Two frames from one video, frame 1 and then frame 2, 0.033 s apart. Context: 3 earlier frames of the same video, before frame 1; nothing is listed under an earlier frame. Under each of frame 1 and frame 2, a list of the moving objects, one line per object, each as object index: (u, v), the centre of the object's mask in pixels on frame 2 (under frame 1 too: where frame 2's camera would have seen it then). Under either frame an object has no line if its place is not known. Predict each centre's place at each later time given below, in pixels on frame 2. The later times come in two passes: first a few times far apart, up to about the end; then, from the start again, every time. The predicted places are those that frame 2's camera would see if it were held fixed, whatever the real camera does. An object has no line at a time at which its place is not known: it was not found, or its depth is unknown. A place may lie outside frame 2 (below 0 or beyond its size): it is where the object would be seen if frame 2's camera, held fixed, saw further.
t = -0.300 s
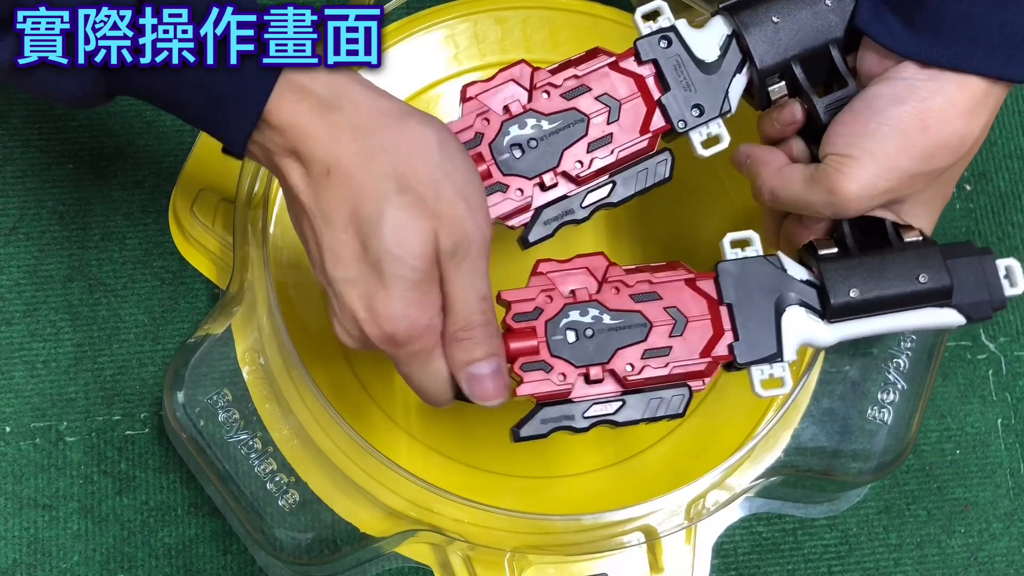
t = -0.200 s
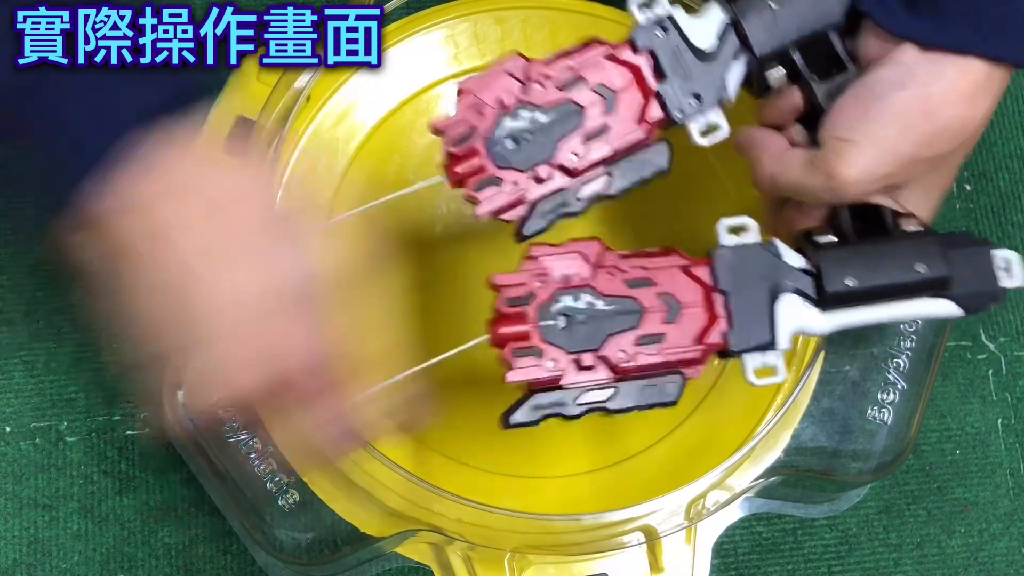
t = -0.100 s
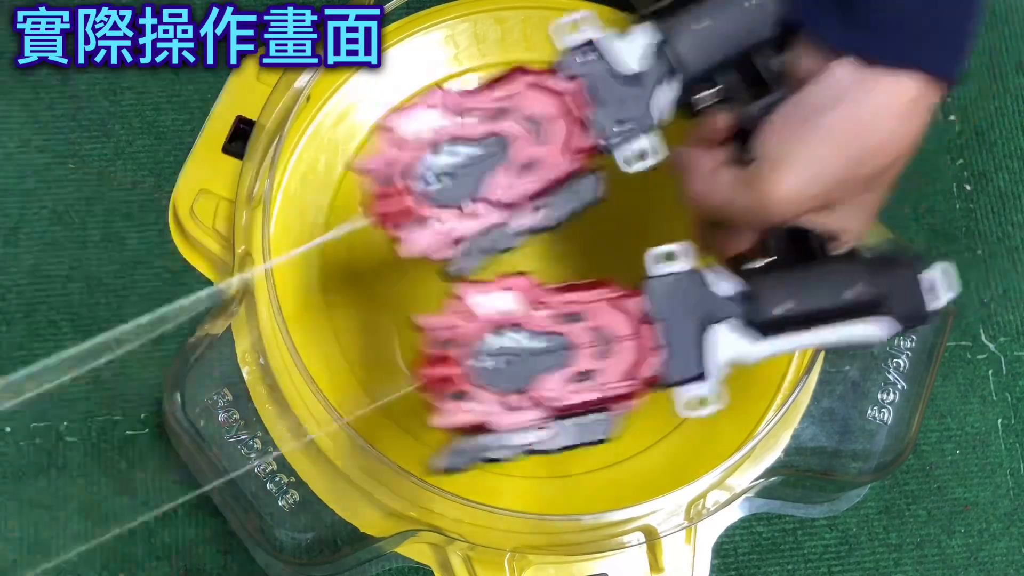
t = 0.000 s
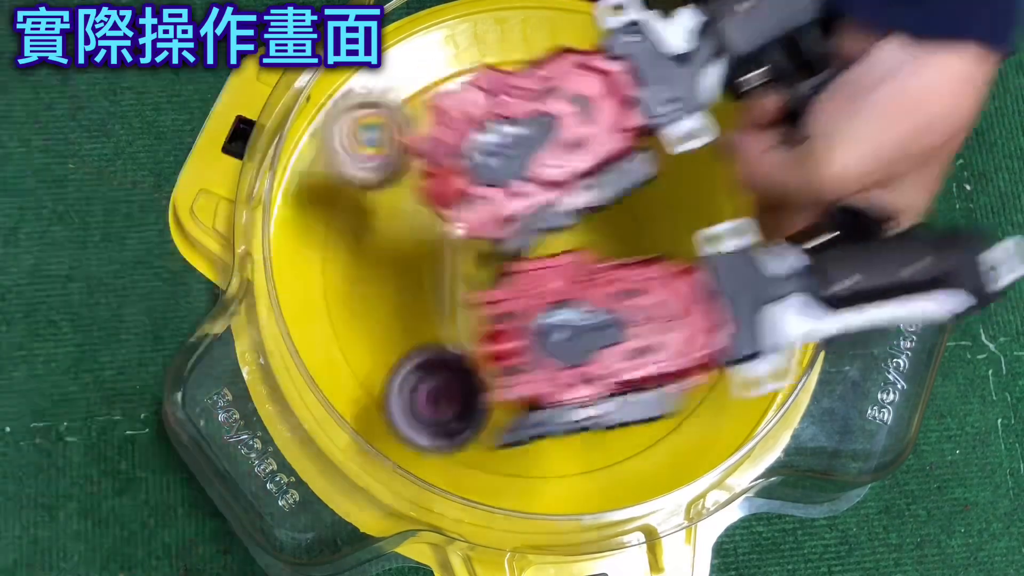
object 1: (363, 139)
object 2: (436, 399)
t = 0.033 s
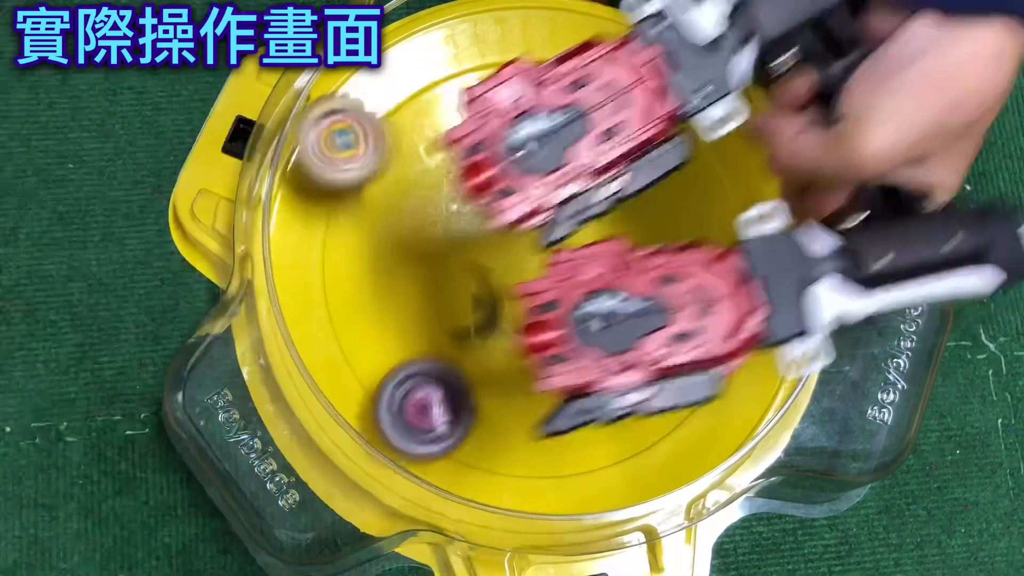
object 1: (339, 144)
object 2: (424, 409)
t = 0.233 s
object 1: (421, 210)
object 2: (446, 278)
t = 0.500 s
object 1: (562, 314)
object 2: (599, 175)
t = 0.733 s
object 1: (665, 343)
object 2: (688, 224)
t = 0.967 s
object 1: (636, 399)
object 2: (592, 267)
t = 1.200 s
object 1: (597, 347)
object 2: (491, 228)
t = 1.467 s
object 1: (651, 228)
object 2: (560, 143)
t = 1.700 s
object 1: (705, 254)
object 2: (587, 134)
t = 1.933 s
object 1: (710, 405)
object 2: (519, 174)
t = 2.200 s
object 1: (671, 443)
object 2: (480, 129)
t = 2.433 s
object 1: (589, 331)
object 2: (581, 169)
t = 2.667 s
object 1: (490, 451)
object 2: (551, 188)
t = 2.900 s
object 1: (508, 374)
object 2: (484, 165)
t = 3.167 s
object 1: (563, 233)
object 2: (541, 109)
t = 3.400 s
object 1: (511, 302)
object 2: (605, 264)
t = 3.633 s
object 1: (365, 366)
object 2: (458, 432)
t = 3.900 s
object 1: (257, 358)
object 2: (428, 358)
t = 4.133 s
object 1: (231, 405)
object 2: (493, 218)
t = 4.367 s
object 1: (229, 396)
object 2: (613, 294)
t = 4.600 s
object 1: (228, 393)
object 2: (531, 412)
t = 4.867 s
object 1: (227, 393)
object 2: (380, 231)
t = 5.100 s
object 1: (228, 392)
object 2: (562, 95)
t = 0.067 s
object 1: (328, 150)
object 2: (422, 400)
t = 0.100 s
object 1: (341, 147)
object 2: (424, 366)
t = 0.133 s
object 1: (356, 152)
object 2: (429, 332)
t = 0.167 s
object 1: (378, 163)
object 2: (433, 301)
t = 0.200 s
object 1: (401, 184)
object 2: (439, 278)
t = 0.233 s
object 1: (421, 210)
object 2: (446, 278)
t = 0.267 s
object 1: (441, 237)
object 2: (464, 282)
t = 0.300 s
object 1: (463, 243)
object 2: (496, 222)
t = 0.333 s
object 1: (469, 261)
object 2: (502, 206)
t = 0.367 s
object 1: (484, 283)
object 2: (519, 198)
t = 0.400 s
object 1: (493, 304)
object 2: (538, 189)
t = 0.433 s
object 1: (508, 316)
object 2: (560, 179)
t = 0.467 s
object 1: (533, 314)
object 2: (580, 174)
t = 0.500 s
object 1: (562, 314)
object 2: (599, 175)
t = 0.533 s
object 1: (583, 319)
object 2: (618, 178)
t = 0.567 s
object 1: (604, 310)
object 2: (636, 188)
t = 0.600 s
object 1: (628, 300)
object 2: (651, 203)
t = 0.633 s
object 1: (642, 304)
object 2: (665, 213)
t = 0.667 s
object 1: (654, 311)
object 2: (675, 221)
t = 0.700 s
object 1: (661, 324)
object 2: (684, 223)
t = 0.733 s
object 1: (665, 343)
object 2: (688, 224)
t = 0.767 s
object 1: (665, 354)
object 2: (686, 229)
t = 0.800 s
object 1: (663, 362)
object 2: (681, 237)
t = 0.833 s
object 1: (659, 366)
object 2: (671, 249)
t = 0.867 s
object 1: (653, 365)
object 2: (655, 264)
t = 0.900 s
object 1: (649, 370)
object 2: (637, 271)
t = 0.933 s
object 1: (643, 387)
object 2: (614, 268)
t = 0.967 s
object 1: (636, 399)
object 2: (592, 267)
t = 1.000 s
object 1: (630, 405)
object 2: (571, 268)
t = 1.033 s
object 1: (624, 406)
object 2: (553, 269)
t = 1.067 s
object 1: (617, 401)
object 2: (536, 267)
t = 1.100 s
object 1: (612, 393)
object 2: (522, 262)
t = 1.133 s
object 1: (606, 381)
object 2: (509, 254)
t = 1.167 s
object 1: (601, 365)
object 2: (498, 243)
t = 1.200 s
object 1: (597, 347)
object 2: (491, 228)
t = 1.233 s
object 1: (595, 328)
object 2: (489, 213)
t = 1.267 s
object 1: (594, 307)
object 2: (491, 198)
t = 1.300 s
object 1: (594, 287)
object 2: (497, 183)
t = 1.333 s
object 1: (596, 269)
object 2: (506, 172)
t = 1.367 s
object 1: (602, 253)
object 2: (518, 163)
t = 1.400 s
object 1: (610, 238)
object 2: (535, 157)
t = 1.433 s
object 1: (620, 225)
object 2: (555, 155)
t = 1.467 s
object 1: (651, 228)
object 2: (560, 143)
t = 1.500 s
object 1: (690, 237)
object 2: (555, 124)
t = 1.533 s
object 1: (725, 241)
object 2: (553, 111)
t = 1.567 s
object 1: (748, 242)
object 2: (553, 104)
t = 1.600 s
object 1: (745, 244)
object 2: (557, 103)
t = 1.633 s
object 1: (735, 250)
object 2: (565, 108)
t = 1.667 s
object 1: (722, 252)
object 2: (575, 118)
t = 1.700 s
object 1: (705, 254)
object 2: (587, 134)
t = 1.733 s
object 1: (687, 254)
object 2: (600, 155)
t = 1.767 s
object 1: (670, 255)
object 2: (612, 180)
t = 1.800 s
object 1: (680, 289)
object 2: (596, 181)
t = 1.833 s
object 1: (692, 324)
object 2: (576, 180)
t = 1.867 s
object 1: (705, 360)
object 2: (555, 178)
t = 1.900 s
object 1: (711, 385)
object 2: (537, 176)
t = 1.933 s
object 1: (710, 405)
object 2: (519, 174)
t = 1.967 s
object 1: (708, 422)
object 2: (505, 170)
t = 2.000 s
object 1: (704, 433)
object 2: (492, 164)
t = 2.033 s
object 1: (698, 441)
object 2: (481, 159)
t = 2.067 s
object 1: (693, 446)
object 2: (474, 154)
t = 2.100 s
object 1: (687, 448)
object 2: (470, 146)
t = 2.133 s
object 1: (682, 448)
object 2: (470, 141)
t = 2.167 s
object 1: (676, 447)
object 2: (473, 136)
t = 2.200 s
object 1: (671, 443)
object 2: (480, 129)
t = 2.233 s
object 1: (664, 436)
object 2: (491, 124)
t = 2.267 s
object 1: (655, 427)
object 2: (505, 120)
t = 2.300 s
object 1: (643, 411)
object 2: (522, 119)
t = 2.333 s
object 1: (630, 393)
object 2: (539, 122)
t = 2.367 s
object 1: (617, 372)
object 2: (556, 132)
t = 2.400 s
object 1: (604, 353)
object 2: (571, 148)
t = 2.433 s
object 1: (589, 331)
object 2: (581, 169)
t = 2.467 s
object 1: (575, 312)
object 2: (586, 196)
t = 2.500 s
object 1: (557, 311)
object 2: (587, 209)
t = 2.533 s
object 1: (541, 338)
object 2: (587, 196)
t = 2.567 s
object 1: (525, 369)
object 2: (583, 189)
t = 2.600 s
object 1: (510, 399)
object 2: (574, 186)
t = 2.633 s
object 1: (500, 425)
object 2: (563, 187)
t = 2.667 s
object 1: (490, 451)
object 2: (551, 188)
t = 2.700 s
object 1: (488, 455)
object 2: (538, 188)
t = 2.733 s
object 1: (485, 457)
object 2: (526, 186)
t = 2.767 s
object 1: (485, 454)
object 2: (513, 184)
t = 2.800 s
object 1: (487, 442)
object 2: (502, 181)
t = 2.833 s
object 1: (493, 421)
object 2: (494, 176)
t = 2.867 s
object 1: (500, 399)
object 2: (487, 171)
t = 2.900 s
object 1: (508, 374)
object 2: (484, 165)
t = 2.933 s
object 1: (514, 348)
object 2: (483, 158)
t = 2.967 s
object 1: (522, 322)
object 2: (485, 152)
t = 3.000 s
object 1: (531, 295)
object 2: (490, 145)
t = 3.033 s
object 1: (537, 268)
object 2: (498, 140)
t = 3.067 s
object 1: (542, 243)
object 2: (509, 137)
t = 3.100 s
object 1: (548, 221)
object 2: (522, 137)
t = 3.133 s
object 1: (556, 224)
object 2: (530, 121)
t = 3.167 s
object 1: (563, 233)
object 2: (541, 109)
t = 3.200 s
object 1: (568, 242)
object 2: (556, 106)
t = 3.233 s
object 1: (569, 252)
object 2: (573, 113)
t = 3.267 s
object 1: (566, 262)
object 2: (591, 131)
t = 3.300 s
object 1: (557, 273)
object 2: (604, 157)
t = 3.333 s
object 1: (545, 283)
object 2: (612, 189)
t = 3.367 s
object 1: (530, 294)
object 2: (612, 227)
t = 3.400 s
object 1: (511, 302)
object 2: (605, 264)
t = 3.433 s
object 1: (491, 312)
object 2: (592, 300)
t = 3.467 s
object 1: (468, 322)
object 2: (575, 332)
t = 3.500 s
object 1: (449, 333)
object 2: (551, 362)
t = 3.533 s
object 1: (428, 345)
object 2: (525, 386)
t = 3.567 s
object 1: (410, 356)
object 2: (497, 404)
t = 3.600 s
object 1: (387, 364)
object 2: (475, 421)
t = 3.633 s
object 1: (365, 366)
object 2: (458, 432)
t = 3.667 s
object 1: (351, 367)
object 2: (443, 437)
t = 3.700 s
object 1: (338, 368)
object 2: (429, 436)
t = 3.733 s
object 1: (326, 370)
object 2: (415, 429)
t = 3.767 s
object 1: (315, 372)
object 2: (405, 419)
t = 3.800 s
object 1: (292, 365)
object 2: (407, 410)
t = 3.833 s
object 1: (276, 355)
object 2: (413, 396)
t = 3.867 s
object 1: (260, 348)
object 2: (420, 380)
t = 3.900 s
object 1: (257, 358)
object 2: (428, 358)
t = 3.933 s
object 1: (250, 370)
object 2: (437, 335)
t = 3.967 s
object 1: (241, 384)
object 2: (446, 310)
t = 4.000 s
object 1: (229, 398)
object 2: (454, 287)
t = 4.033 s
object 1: (234, 409)
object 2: (463, 265)
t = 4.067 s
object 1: (234, 416)
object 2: (471, 245)
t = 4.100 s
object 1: (233, 409)
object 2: (480, 229)
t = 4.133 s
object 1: (231, 405)
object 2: (493, 218)
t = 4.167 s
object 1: (229, 404)
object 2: (509, 212)
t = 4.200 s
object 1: (231, 403)
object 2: (527, 212)
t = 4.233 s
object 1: (229, 404)
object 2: (548, 218)
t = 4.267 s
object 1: (230, 404)
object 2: (569, 229)
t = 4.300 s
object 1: (230, 403)
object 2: (588, 248)
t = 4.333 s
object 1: (229, 401)
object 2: (603, 269)
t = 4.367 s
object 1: (229, 396)
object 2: (613, 294)
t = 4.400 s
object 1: (229, 395)
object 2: (618, 321)
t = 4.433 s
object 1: (228, 395)
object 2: (616, 345)
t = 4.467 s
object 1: (228, 394)
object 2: (609, 367)
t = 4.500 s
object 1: (228, 394)
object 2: (596, 385)
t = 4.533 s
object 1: (228, 393)
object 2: (579, 398)
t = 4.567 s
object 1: (228, 393)
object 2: (557, 408)
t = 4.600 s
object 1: (228, 393)
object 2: (531, 412)
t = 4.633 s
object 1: (228, 393)
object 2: (502, 409)
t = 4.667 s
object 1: (227, 393)
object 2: (472, 401)
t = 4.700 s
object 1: (228, 392)
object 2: (444, 387)
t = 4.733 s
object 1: (227, 393)
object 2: (419, 366)
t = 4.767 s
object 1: (228, 392)
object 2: (398, 339)
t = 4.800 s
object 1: (227, 392)
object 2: (383, 308)
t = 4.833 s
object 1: (228, 392)
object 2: (377, 271)
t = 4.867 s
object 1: (227, 393)
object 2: (380, 231)
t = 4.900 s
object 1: (228, 392)
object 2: (391, 197)
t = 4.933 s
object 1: (227, 392)
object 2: (407, 167)
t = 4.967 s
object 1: (227, 392)
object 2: (430, 140)
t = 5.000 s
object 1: (228, 392)
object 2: (459, 118)
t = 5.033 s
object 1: (228, 393)
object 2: (490, 105)
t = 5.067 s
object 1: (228, 393)
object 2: (524, 97)
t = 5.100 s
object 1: (228, 392)
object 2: (562, 95)
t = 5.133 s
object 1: (228, 392)
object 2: (600, 99)
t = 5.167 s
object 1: (228, 393)
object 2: (636, 112)
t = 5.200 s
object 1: (227, 393)
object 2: (669, 132)
